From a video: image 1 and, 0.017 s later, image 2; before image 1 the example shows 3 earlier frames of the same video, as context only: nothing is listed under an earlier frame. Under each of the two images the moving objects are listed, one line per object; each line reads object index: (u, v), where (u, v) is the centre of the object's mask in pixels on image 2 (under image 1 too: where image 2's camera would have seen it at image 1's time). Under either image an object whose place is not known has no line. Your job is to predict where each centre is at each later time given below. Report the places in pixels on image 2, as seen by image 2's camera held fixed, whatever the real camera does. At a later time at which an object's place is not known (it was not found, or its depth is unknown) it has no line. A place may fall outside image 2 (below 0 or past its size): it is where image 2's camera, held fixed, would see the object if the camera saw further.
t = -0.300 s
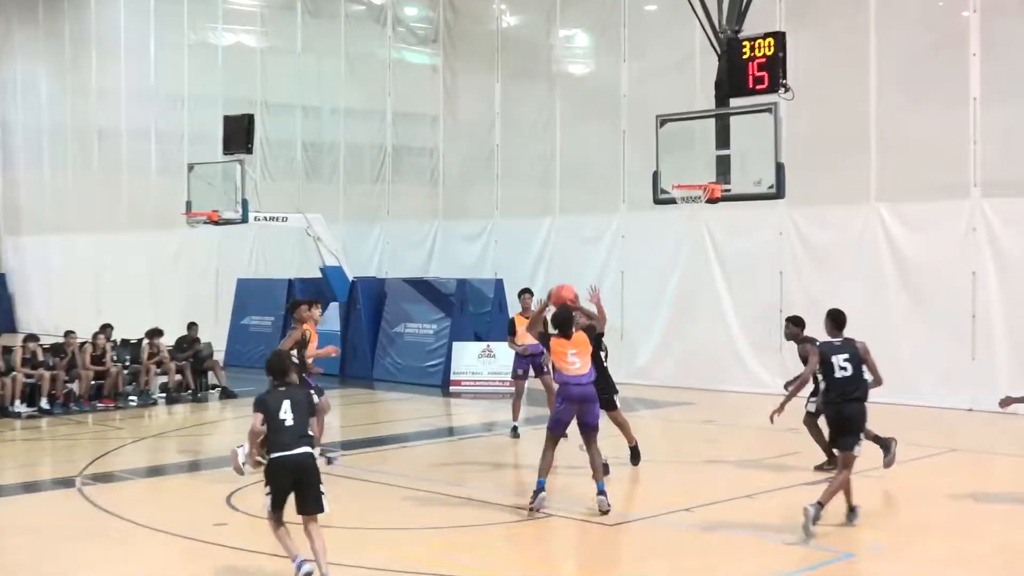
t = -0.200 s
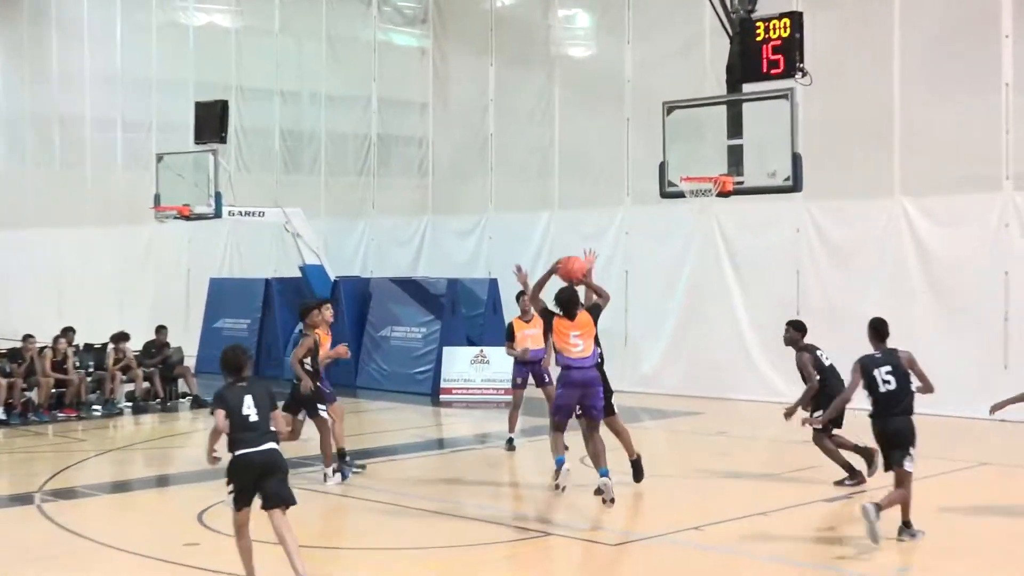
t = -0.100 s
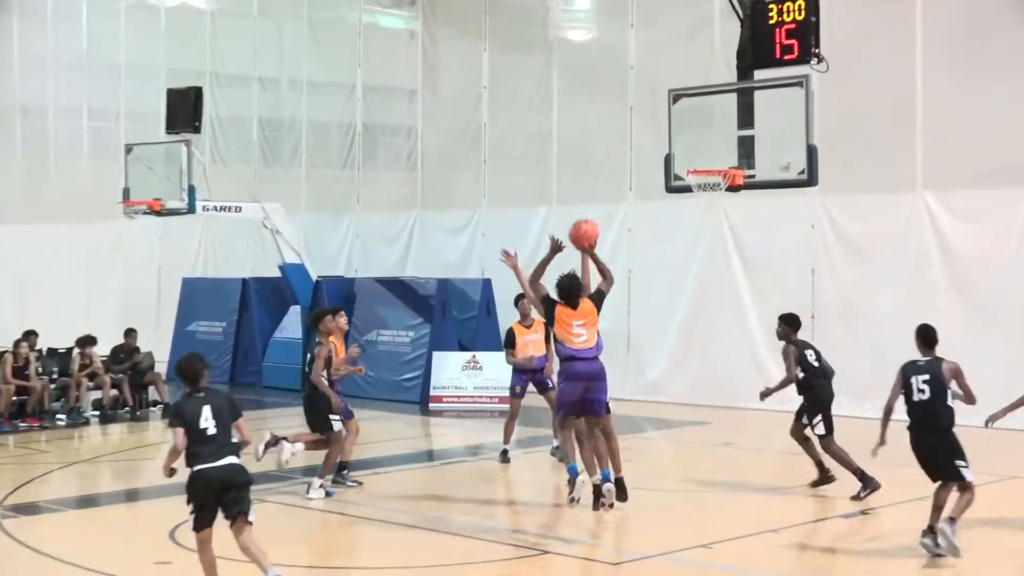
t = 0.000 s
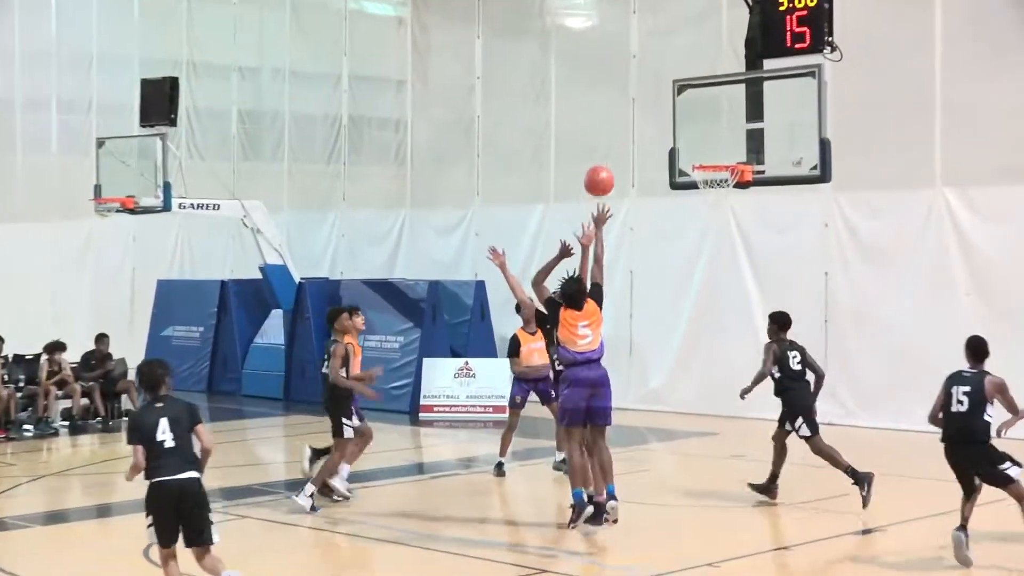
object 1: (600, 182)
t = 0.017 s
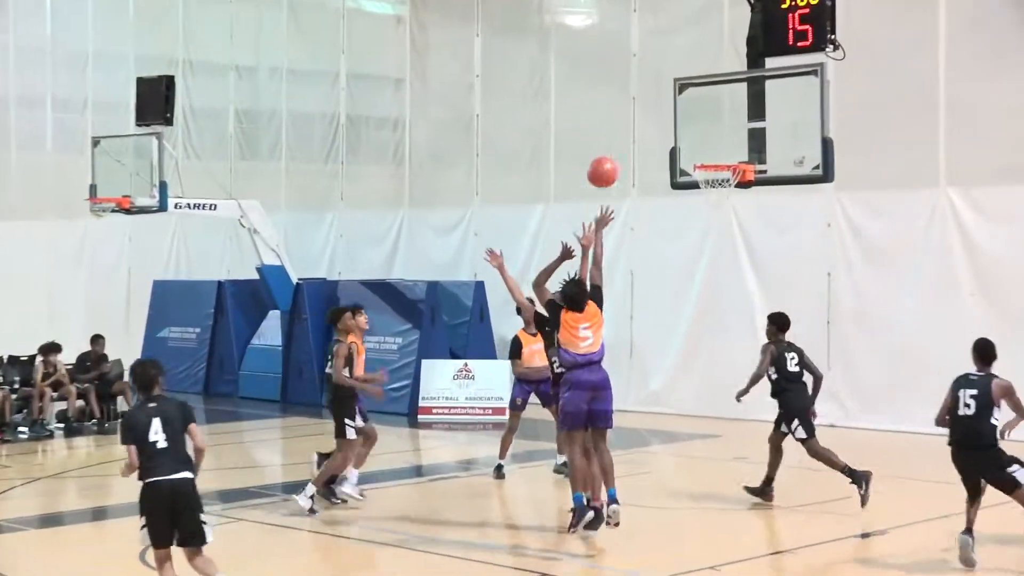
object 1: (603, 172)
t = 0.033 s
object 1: (606, 163)
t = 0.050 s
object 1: (609, 157)
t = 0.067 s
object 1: (612, 151)
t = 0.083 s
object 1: (615, 144)
